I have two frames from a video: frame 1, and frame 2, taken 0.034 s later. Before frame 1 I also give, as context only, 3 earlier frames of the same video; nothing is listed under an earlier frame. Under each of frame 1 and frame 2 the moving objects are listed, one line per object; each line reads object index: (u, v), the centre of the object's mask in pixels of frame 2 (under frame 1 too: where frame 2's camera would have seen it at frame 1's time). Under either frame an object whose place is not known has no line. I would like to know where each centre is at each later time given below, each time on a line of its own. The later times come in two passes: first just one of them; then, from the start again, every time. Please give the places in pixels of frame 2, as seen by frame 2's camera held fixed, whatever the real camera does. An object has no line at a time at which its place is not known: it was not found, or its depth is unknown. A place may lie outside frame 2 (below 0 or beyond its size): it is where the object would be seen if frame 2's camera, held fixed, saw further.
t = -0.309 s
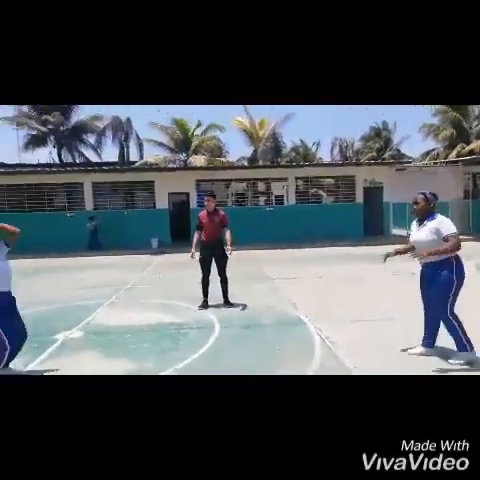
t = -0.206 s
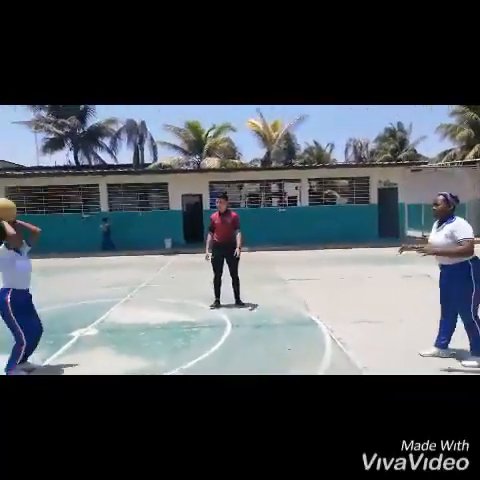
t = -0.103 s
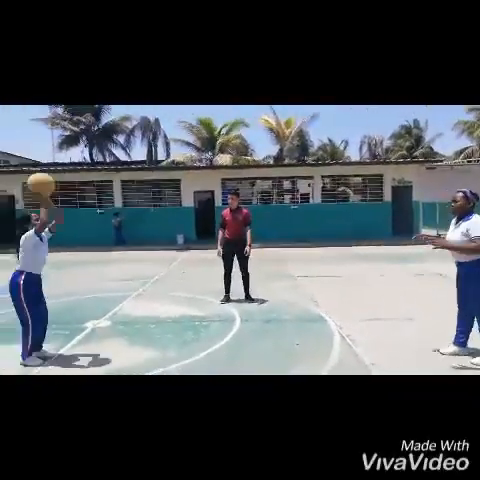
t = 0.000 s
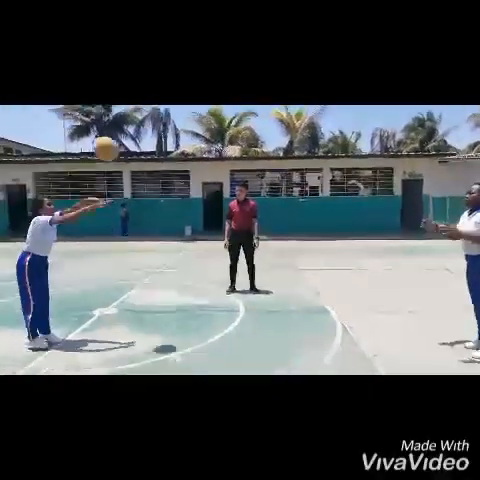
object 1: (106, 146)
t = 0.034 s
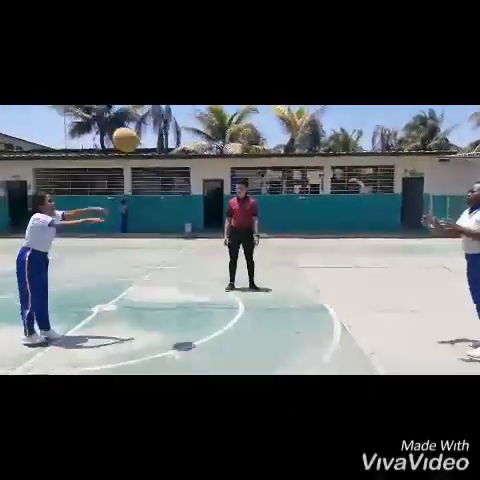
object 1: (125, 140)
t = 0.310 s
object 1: (282, 139)
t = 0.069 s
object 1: (144, 135)
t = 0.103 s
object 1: (164, 131)
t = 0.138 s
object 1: (183, 128)
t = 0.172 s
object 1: (202, 128)
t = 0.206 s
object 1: (222, 129)
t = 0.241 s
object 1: (243, 131)
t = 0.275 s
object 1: (262, 134)
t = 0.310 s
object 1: (282, 139)
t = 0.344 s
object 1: (301, 144)
